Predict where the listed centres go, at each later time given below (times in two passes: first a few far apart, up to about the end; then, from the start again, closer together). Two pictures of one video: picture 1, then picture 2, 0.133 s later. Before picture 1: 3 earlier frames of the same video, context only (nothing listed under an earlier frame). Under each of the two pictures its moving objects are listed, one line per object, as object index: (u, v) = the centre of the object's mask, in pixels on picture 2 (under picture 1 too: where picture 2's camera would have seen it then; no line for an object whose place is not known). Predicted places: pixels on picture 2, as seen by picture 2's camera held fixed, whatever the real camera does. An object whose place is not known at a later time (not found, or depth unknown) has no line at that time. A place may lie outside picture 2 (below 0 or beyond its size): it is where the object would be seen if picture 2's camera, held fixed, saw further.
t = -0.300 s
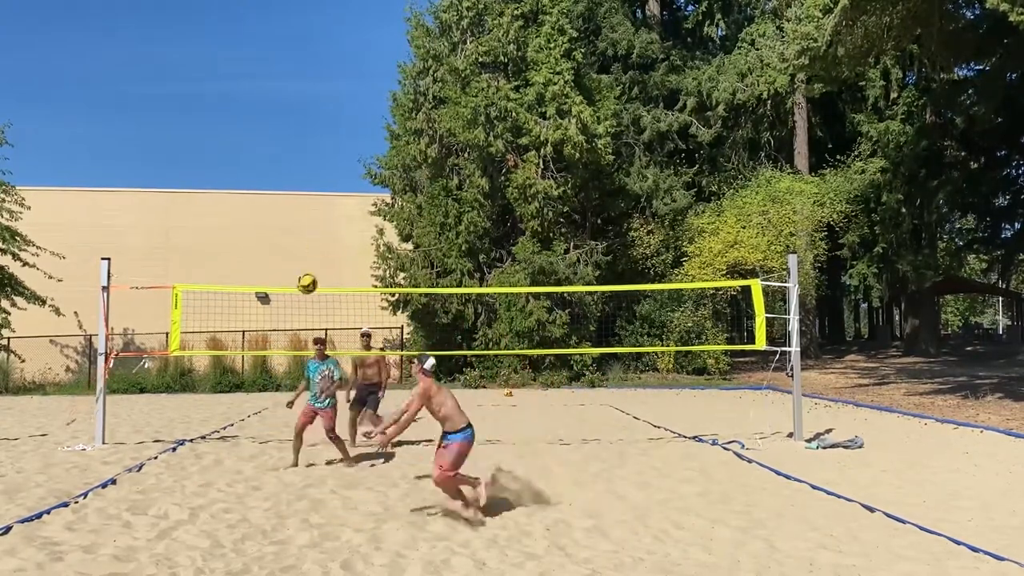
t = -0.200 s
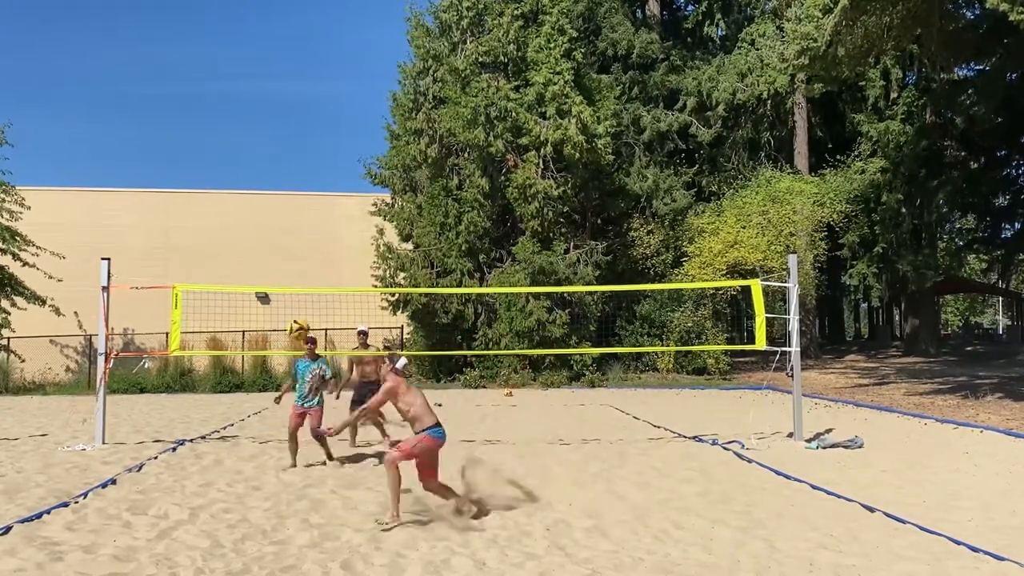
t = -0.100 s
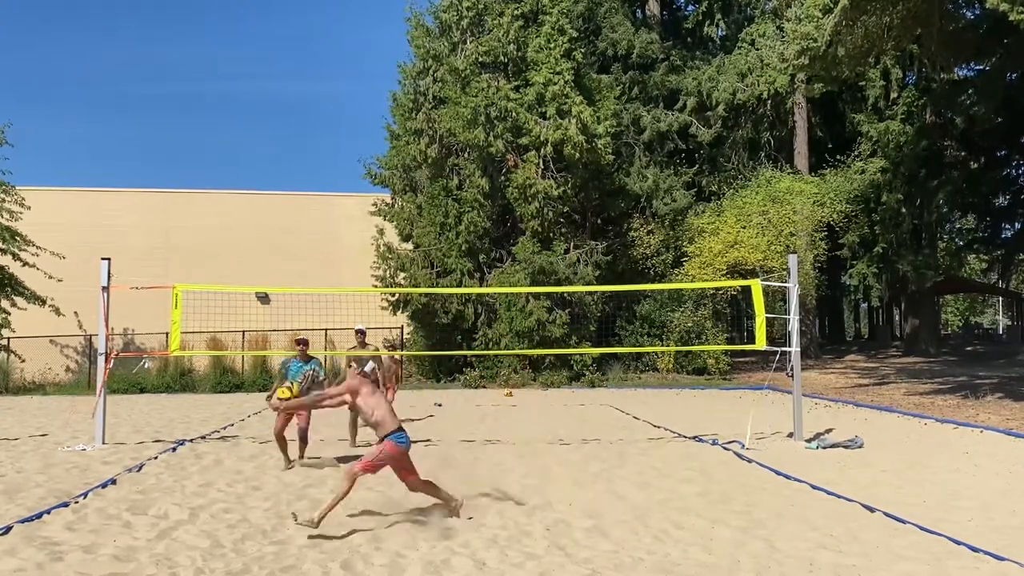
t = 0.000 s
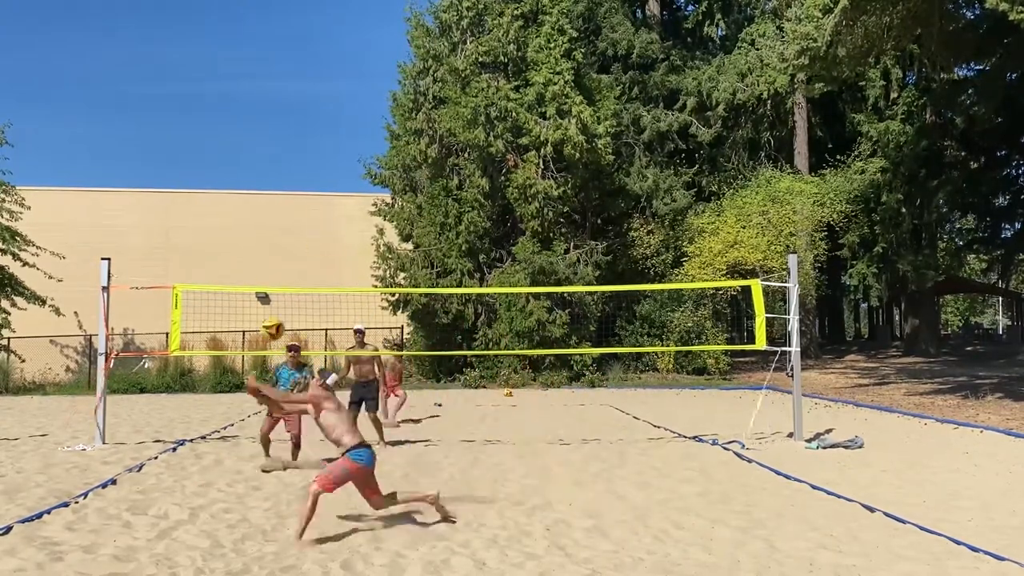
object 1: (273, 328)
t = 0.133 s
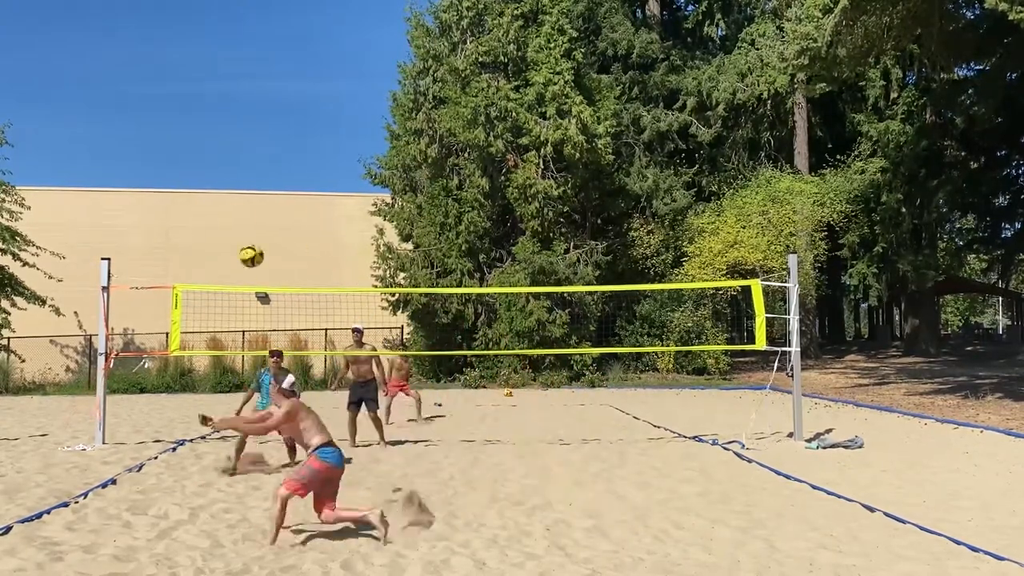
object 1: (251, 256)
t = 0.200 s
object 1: (242, 228)
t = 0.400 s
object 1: (213, 173)
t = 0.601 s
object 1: (185, 161)
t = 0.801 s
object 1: (157, 189)
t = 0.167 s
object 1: (247, 241)
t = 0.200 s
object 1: (242, 228)
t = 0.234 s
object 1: (236, 216)
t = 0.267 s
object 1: (232, 205)
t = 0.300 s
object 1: (226, 195)
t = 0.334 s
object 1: (222, 187)
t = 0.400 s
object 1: (213, 173)
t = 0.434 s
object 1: (208, 169)
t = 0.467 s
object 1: (203, 165)
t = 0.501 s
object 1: (201, 162)
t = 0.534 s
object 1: (194, 161)
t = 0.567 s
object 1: (190, 160)
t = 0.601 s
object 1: (185, 161)
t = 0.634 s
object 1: (184, 163)
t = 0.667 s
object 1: (178, 168)
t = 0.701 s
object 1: (171, 170)
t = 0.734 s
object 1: (169, 173)
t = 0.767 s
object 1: (163, 181)
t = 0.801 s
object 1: (157, 189)
